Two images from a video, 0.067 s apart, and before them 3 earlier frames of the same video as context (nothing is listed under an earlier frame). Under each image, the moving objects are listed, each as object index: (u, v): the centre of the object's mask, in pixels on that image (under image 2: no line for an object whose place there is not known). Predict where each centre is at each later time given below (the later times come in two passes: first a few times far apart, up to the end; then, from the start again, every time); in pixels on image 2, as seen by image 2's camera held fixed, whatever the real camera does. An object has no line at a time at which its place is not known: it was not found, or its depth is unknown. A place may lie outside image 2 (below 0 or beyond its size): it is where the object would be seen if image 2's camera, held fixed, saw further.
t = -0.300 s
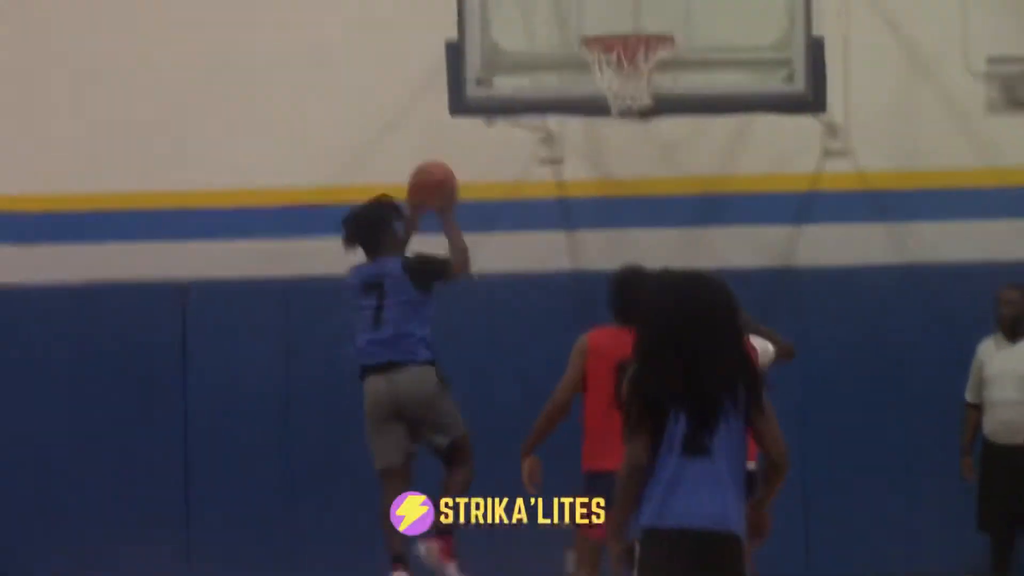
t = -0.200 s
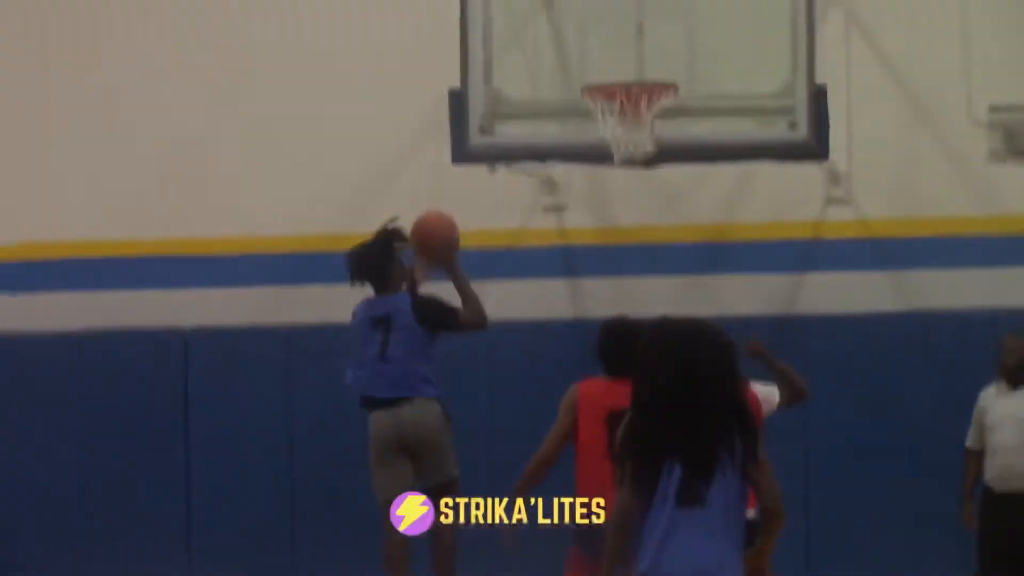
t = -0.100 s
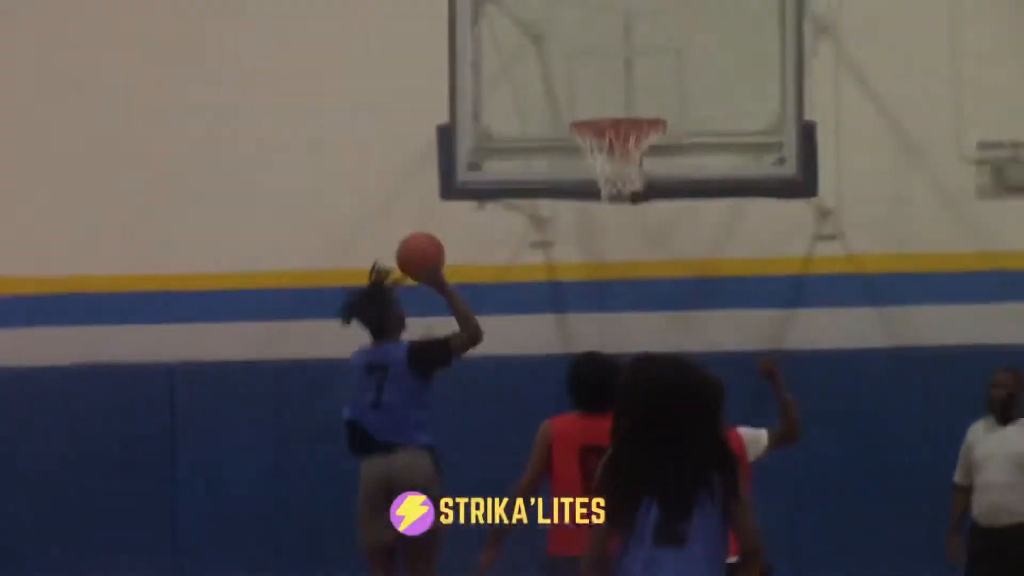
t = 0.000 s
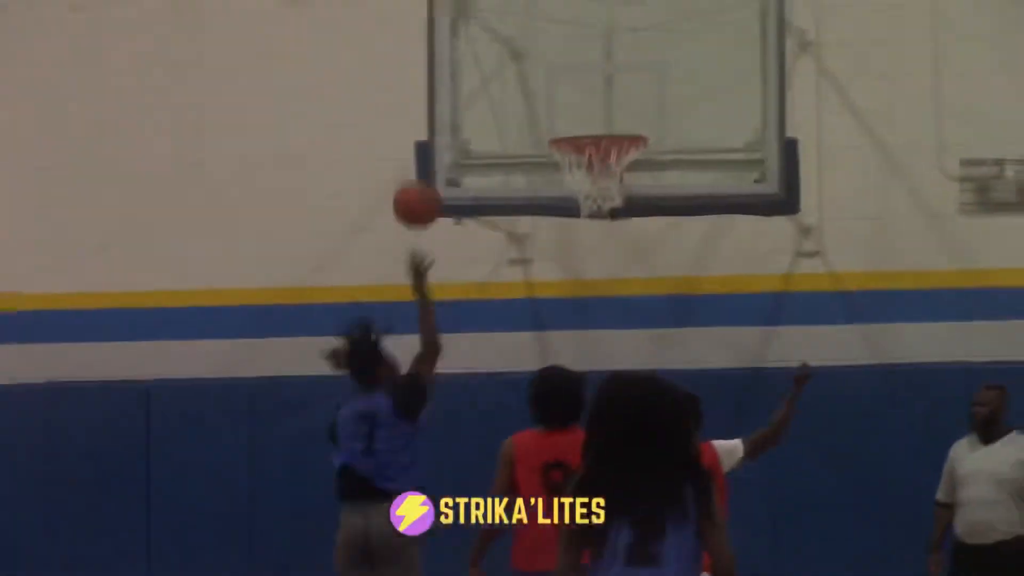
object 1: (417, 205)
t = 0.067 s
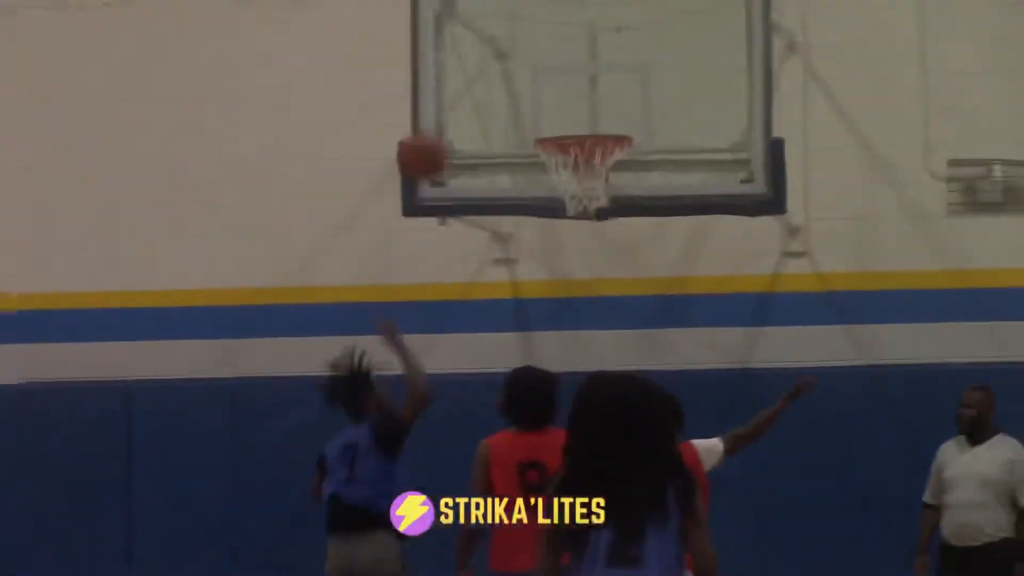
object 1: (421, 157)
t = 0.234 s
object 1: (472, 75)
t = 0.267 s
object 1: (482, 65)
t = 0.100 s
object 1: (432, 135)
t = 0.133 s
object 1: (441, 116)
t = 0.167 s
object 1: (452, 100)
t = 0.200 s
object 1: (461, 87)
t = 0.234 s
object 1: (472, 75)
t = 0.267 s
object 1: (482, 65)
